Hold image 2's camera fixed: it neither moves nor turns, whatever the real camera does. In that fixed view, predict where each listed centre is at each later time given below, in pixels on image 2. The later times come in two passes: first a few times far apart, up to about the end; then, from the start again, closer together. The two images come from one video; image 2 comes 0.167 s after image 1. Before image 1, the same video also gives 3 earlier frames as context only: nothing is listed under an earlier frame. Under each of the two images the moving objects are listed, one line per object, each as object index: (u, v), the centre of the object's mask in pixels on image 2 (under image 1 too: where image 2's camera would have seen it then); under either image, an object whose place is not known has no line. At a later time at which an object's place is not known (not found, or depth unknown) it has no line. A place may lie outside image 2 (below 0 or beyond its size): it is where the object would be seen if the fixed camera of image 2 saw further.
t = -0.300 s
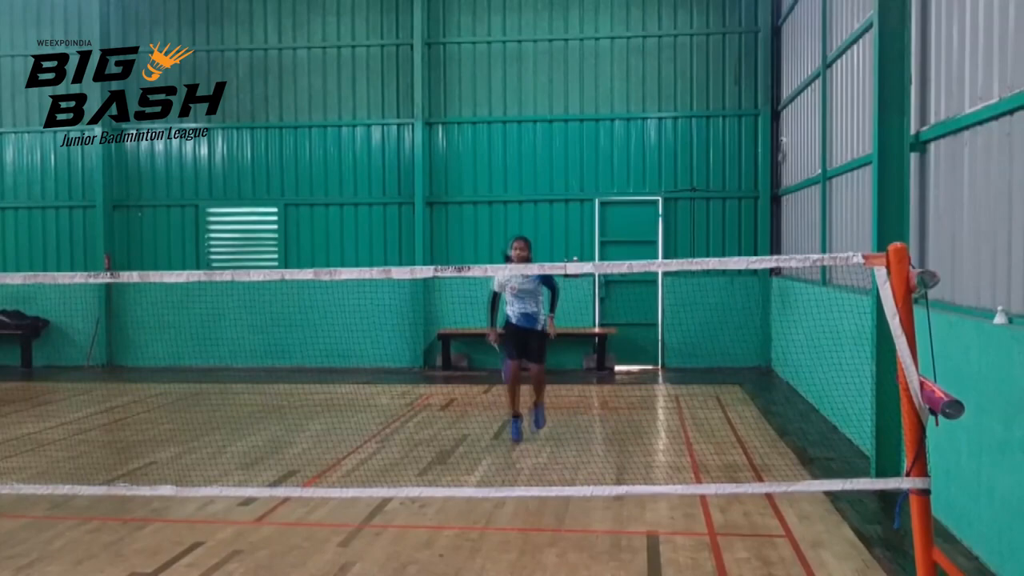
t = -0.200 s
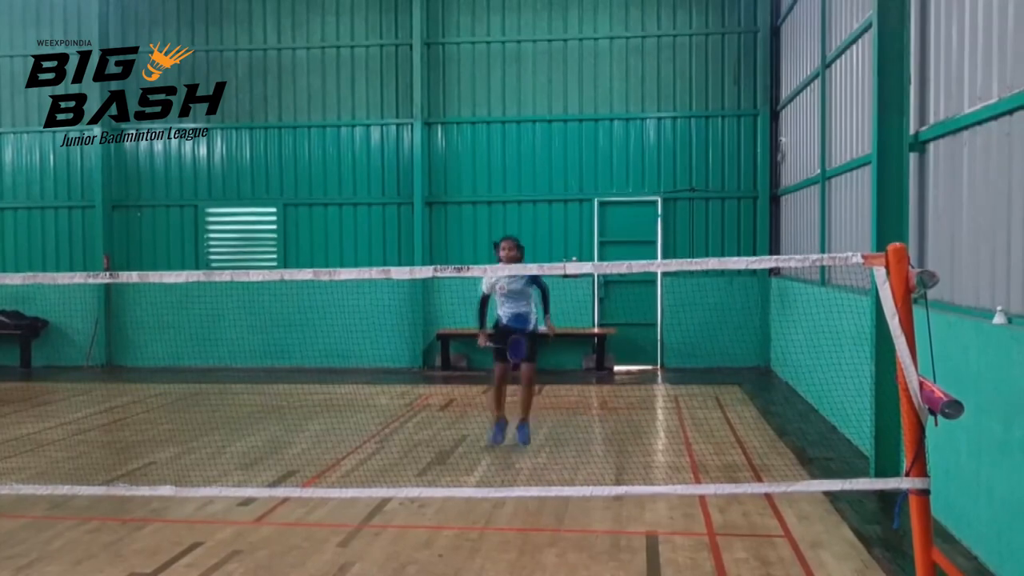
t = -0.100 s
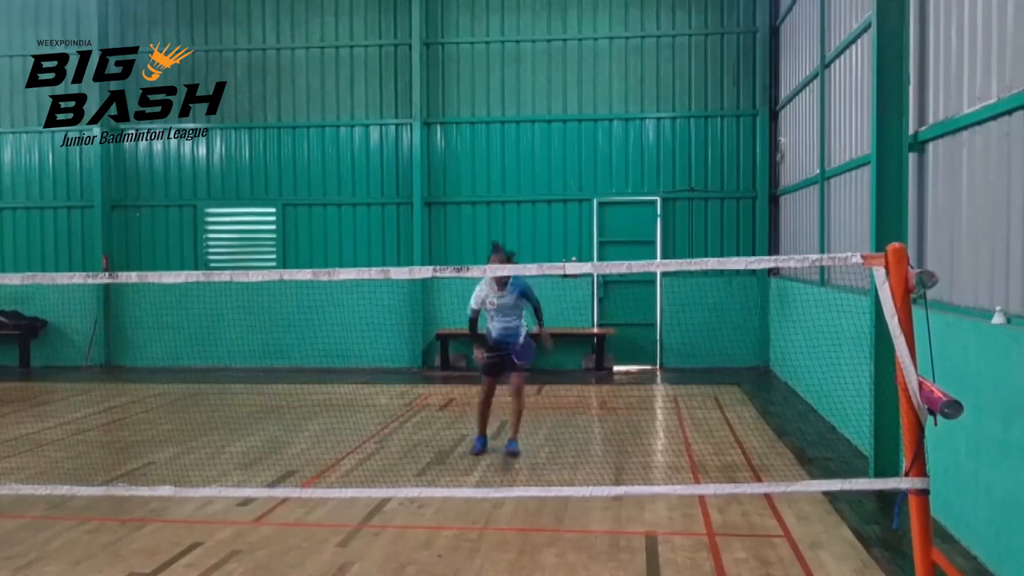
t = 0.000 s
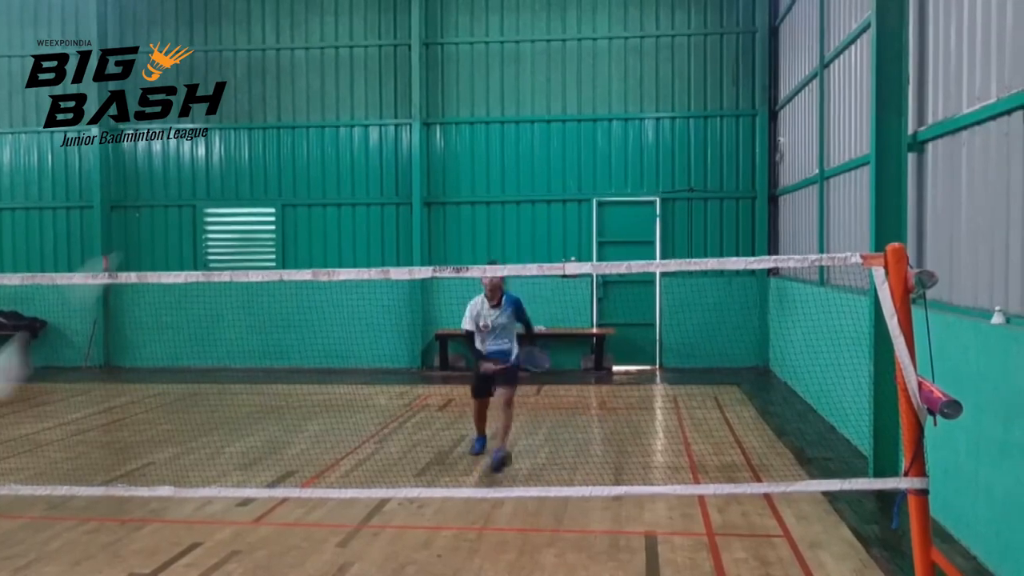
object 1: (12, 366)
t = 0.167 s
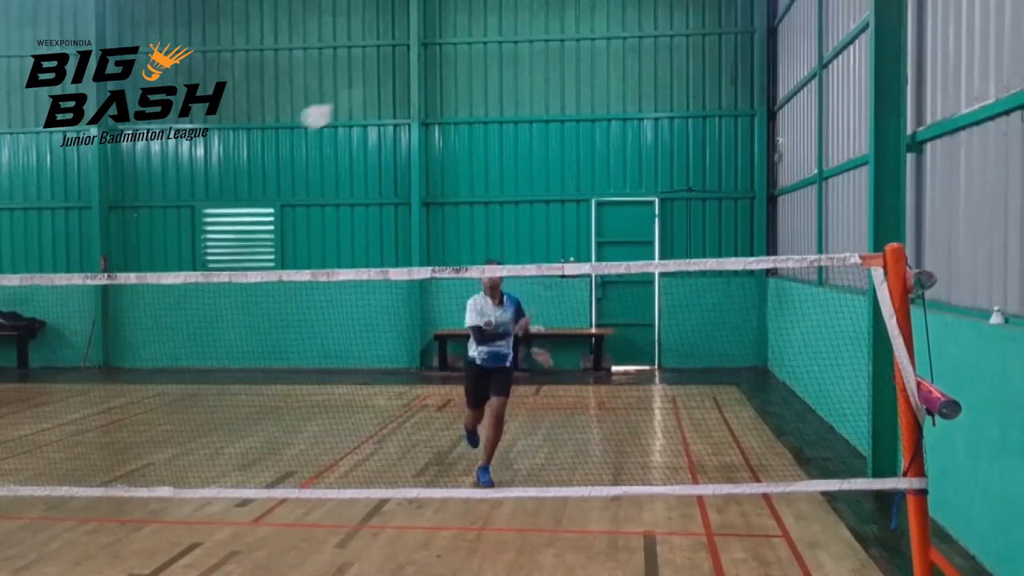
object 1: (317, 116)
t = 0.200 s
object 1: (364, 94)
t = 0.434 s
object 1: (500, 98)
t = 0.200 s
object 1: (364, 94)
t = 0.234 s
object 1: (393, 85)
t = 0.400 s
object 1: (486, 90)
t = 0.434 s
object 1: (500, 98)
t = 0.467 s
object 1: (507, 103)
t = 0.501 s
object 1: (523, 118)
